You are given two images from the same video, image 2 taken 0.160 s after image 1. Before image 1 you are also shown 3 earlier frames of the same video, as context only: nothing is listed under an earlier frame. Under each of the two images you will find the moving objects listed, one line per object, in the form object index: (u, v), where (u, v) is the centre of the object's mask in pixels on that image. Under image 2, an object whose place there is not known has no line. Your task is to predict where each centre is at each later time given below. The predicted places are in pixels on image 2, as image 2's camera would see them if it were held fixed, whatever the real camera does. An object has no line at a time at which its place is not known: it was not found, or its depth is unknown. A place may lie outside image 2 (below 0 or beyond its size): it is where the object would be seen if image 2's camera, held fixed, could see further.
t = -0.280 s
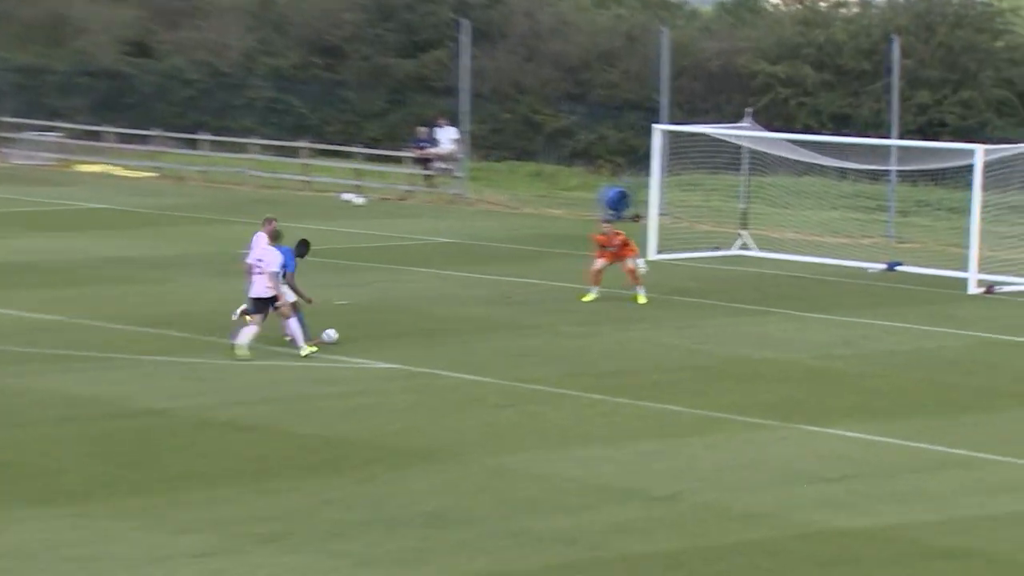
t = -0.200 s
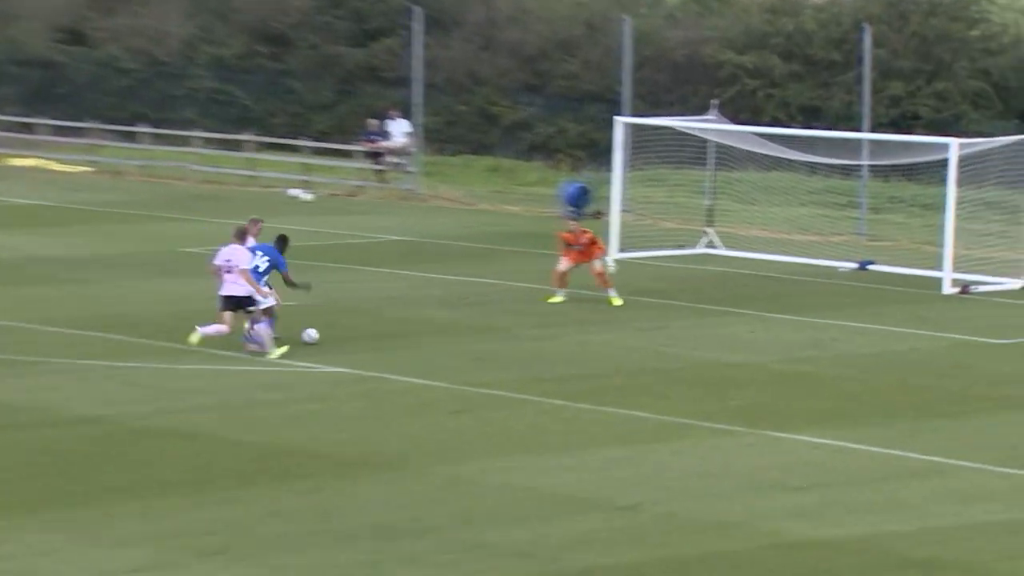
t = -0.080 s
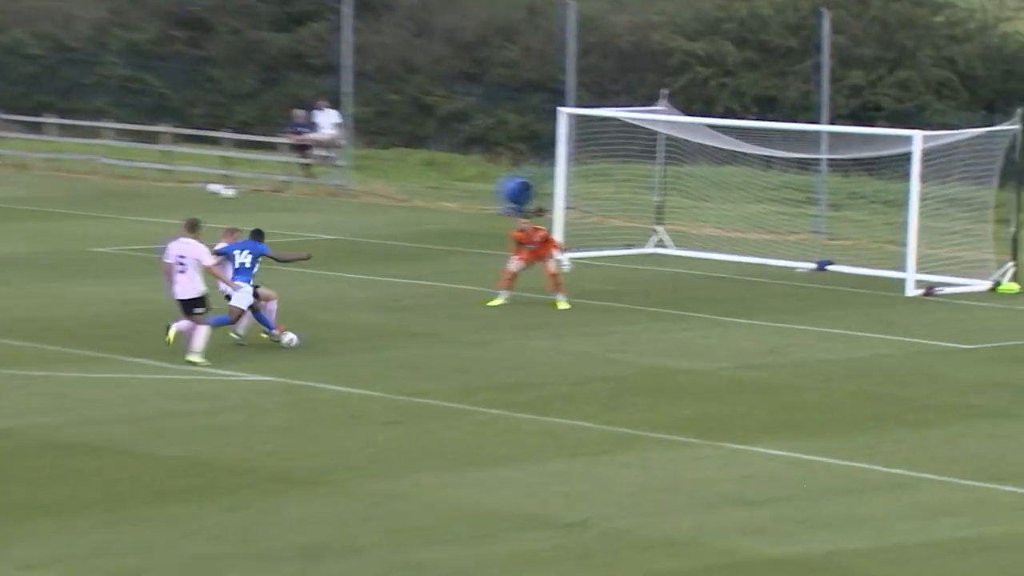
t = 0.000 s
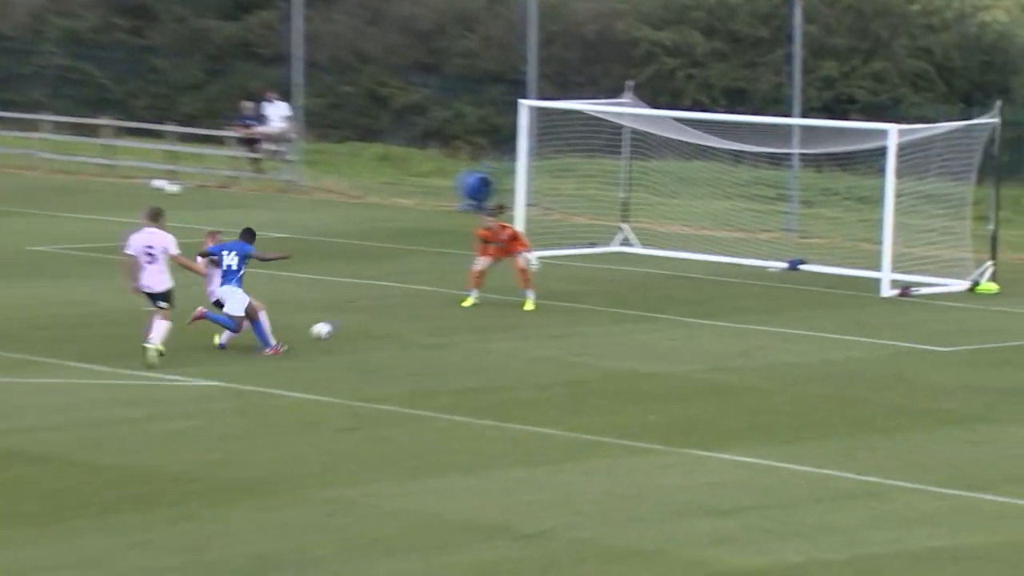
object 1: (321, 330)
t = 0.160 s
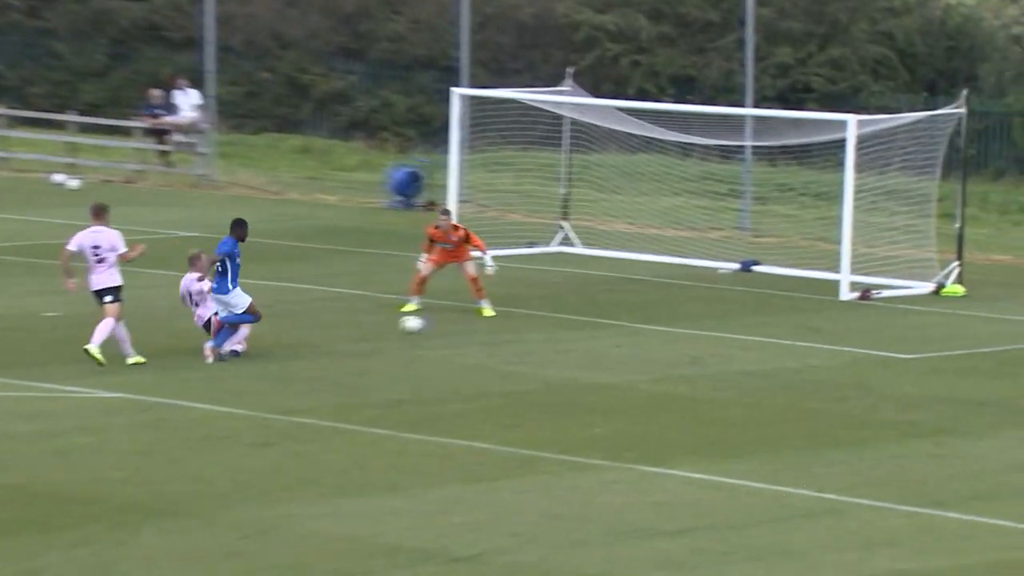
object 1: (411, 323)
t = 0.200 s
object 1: (452, 325)
